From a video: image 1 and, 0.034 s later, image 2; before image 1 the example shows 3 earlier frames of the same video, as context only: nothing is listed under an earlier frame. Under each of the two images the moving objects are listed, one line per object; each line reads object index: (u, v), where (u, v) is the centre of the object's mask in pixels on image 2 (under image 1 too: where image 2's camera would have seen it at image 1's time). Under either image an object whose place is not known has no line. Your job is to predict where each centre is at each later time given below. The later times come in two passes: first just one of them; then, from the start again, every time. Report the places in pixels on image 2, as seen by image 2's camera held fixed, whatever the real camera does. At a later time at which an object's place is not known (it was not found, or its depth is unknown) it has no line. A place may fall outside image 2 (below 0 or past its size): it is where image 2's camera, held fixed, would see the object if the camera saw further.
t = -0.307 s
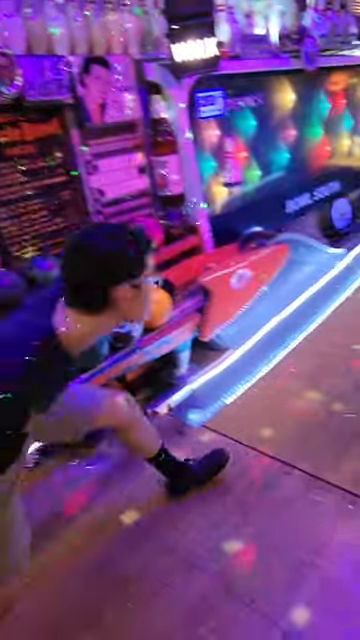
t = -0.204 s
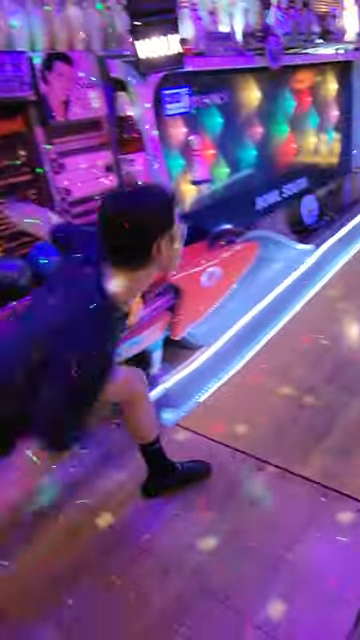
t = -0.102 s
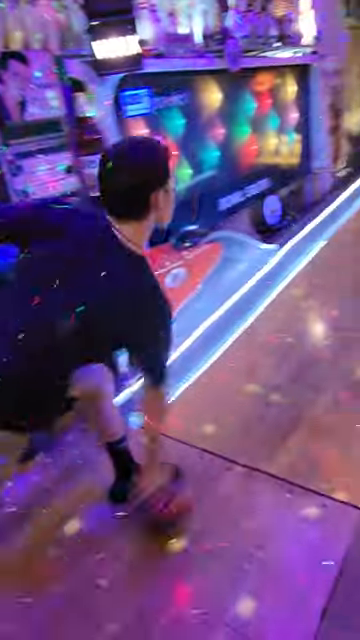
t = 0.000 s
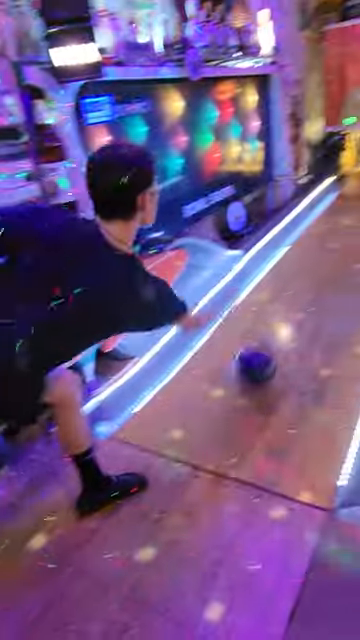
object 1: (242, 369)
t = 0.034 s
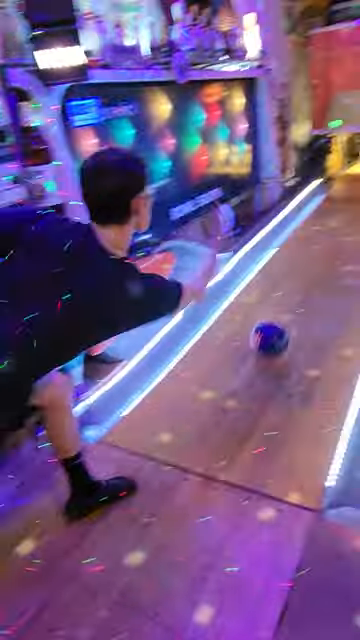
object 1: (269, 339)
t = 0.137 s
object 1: (327, 276)
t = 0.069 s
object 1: (293, 315)
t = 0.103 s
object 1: (311, 296)
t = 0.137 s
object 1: (327, 276)
